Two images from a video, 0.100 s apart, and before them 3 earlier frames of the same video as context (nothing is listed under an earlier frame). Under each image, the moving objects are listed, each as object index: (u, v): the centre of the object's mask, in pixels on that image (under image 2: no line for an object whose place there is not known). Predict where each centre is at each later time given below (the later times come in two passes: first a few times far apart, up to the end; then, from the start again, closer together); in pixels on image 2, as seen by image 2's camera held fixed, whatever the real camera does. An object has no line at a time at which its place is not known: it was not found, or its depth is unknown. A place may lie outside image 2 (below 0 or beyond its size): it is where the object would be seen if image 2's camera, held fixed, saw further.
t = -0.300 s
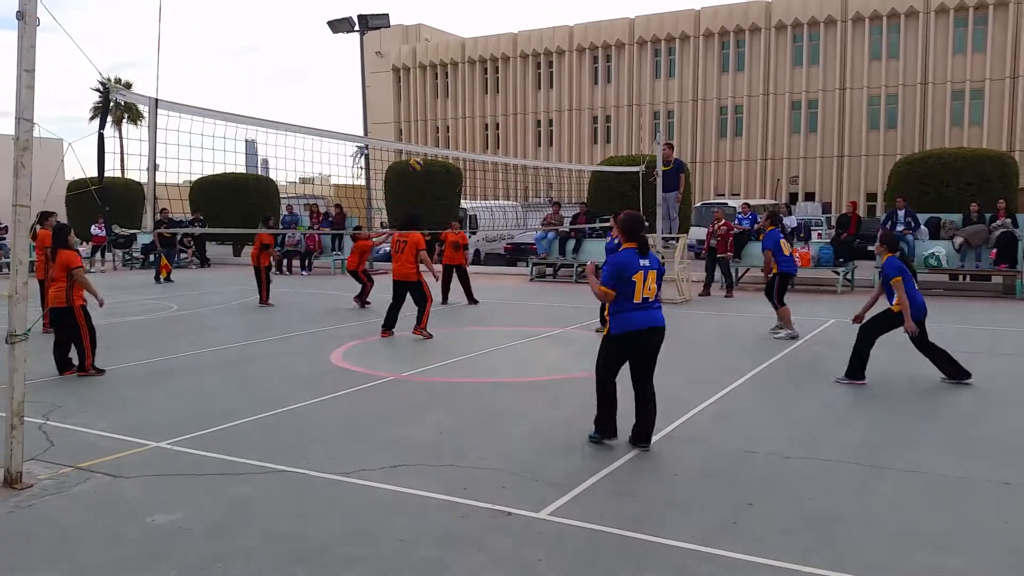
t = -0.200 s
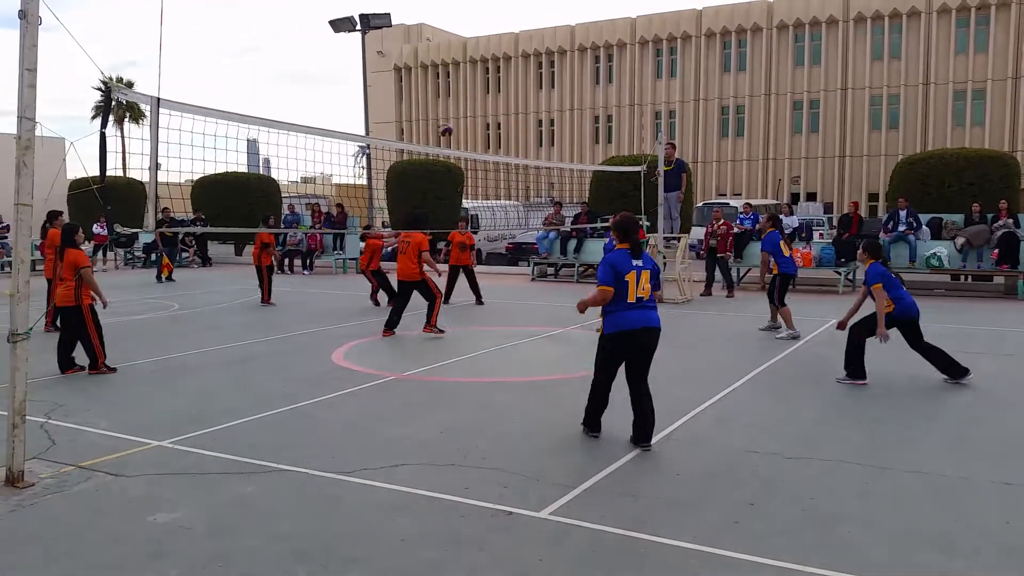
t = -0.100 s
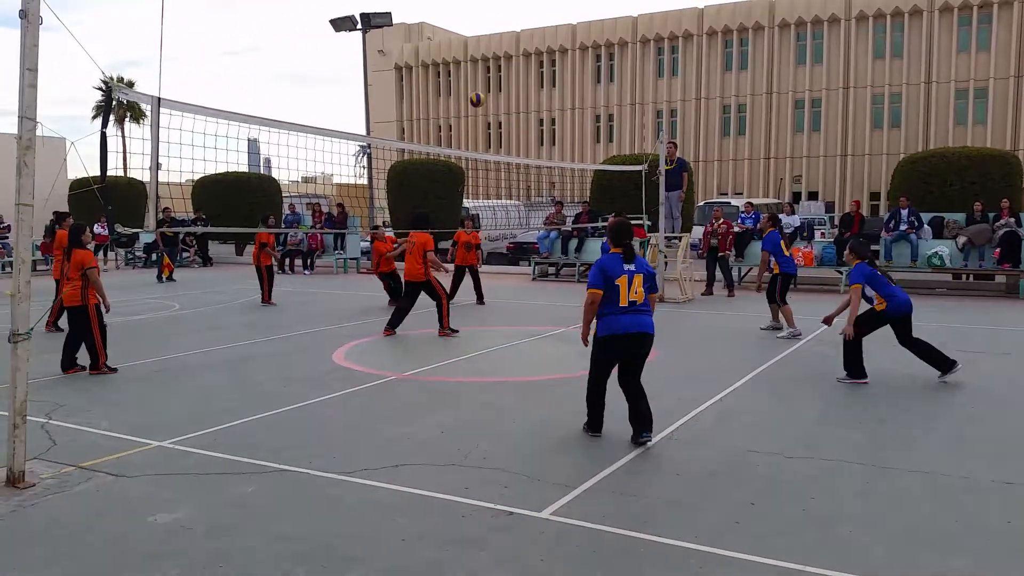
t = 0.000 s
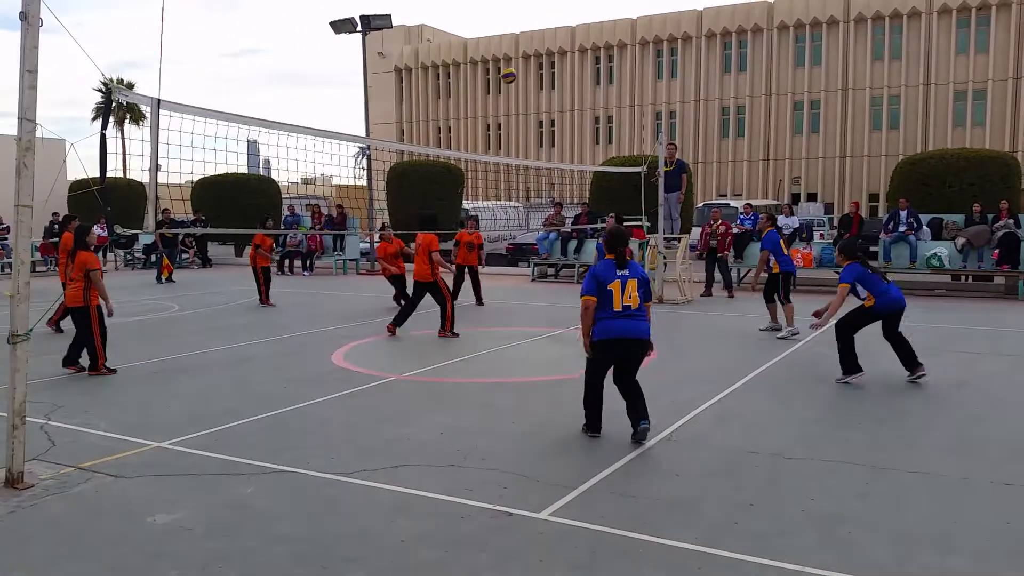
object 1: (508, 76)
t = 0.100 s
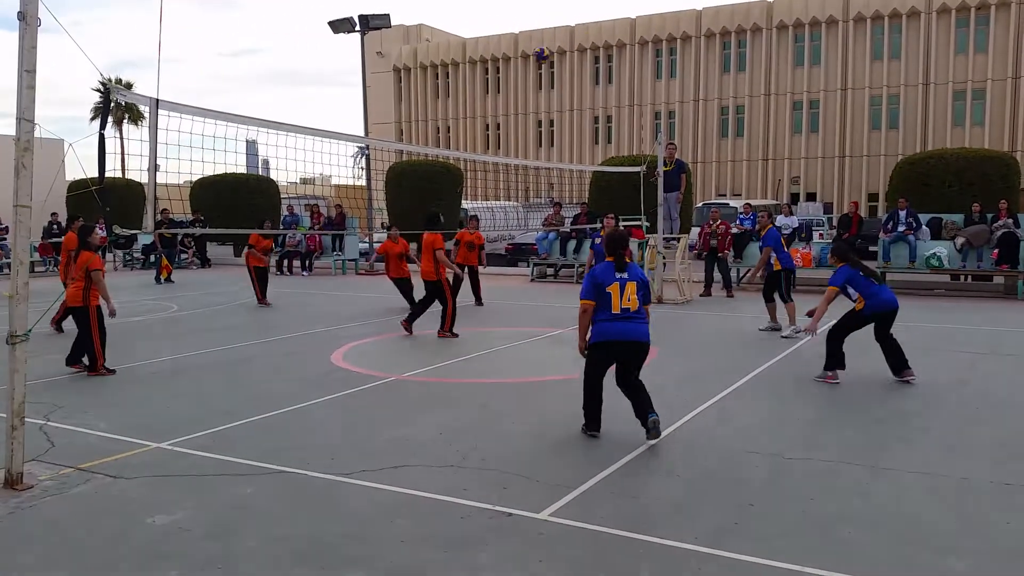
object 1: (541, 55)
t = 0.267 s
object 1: (604, 37)
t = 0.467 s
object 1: (688, 42)
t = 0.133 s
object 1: (552, 50)
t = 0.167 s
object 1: (564, 46)
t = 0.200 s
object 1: (579, 41)
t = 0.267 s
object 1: (604, 37)
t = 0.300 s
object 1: (617, 36)
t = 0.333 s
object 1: (630, 35)
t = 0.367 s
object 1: (644, 35)
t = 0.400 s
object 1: (658, 37)
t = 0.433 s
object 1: (673, 39)
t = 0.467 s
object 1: (688, 42)
